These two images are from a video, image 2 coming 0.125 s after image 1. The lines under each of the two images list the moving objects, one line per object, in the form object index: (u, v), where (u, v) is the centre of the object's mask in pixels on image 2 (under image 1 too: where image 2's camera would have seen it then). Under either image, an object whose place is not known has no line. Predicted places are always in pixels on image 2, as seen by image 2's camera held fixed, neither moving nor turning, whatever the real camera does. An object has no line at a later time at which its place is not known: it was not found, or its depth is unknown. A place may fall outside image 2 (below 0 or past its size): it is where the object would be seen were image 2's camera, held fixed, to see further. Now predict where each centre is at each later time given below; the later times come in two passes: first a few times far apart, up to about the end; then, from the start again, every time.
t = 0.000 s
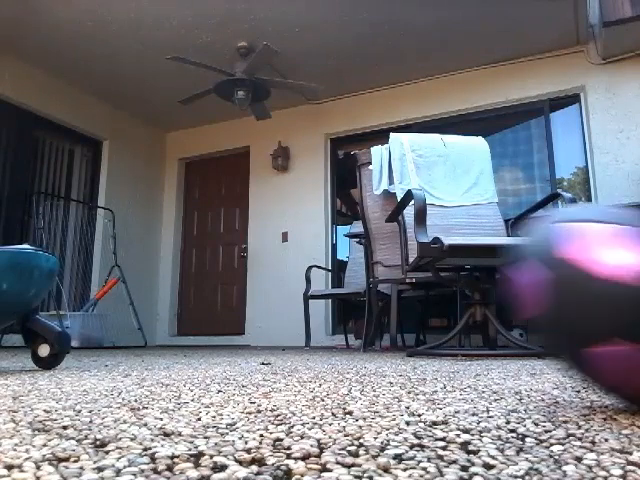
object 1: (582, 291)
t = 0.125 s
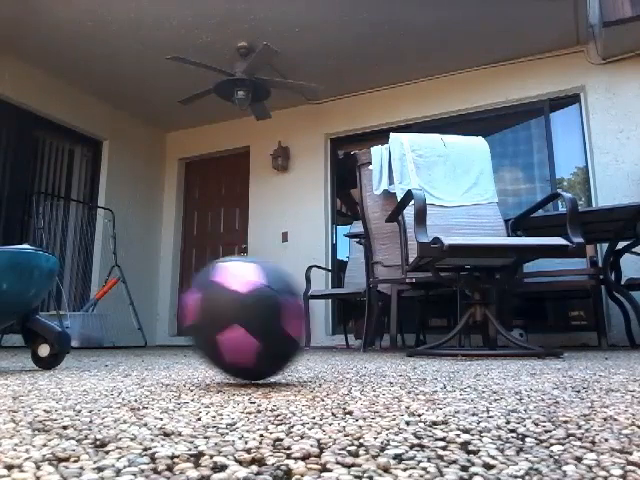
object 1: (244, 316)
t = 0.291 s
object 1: (64, 330)
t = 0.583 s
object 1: (133, 327)
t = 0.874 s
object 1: (176, 328)
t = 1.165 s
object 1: (203, 325)
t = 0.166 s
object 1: (180, 323)
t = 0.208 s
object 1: (133, 318)
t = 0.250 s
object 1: (96, 321)
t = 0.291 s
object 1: (64, 330)
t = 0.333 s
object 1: (64, 327)
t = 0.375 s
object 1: (84, 329)
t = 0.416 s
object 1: (99, 327)
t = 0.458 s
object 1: (109, 328)
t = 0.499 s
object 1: (118, 328)
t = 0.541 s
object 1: (125, 327)
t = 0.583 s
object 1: (133, 327)
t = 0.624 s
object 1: (140, 328)
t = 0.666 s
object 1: (146, 327)
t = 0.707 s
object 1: (152, 327)
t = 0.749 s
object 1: (159, 327)
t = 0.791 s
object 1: (164, 328)
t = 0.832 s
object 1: (171, 328)
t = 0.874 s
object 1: (176, 328)
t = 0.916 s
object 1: (182, 327)
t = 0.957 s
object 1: (187, 327)
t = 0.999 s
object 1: (191, 326)
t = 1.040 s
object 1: (195, 326)
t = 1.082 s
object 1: (198, 326)
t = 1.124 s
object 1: (200, 326)
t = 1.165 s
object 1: (203, 325)
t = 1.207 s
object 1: (206, 325)
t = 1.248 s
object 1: (208, 326)
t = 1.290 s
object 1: (211, 326)
